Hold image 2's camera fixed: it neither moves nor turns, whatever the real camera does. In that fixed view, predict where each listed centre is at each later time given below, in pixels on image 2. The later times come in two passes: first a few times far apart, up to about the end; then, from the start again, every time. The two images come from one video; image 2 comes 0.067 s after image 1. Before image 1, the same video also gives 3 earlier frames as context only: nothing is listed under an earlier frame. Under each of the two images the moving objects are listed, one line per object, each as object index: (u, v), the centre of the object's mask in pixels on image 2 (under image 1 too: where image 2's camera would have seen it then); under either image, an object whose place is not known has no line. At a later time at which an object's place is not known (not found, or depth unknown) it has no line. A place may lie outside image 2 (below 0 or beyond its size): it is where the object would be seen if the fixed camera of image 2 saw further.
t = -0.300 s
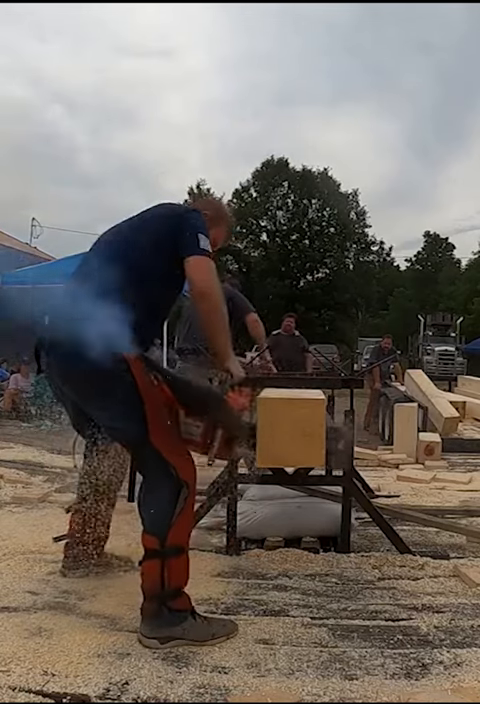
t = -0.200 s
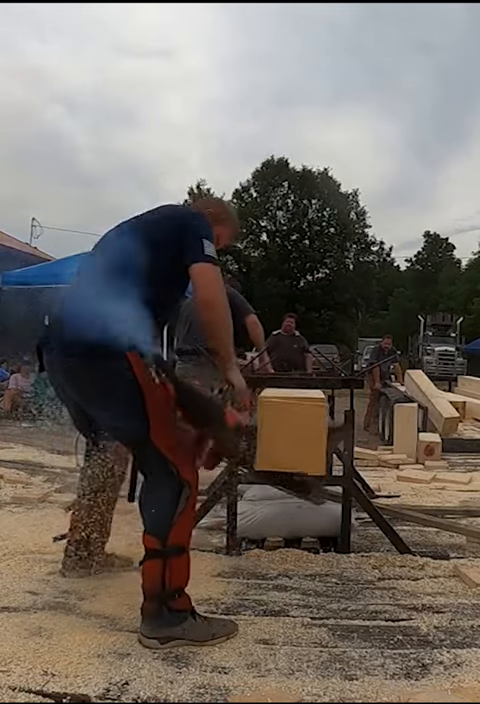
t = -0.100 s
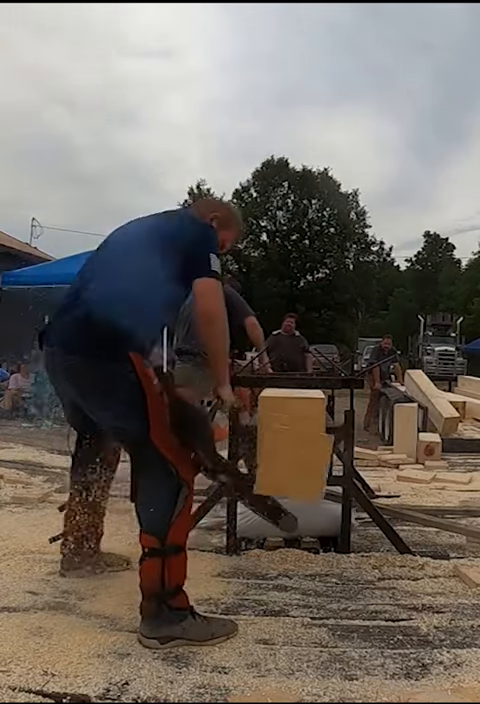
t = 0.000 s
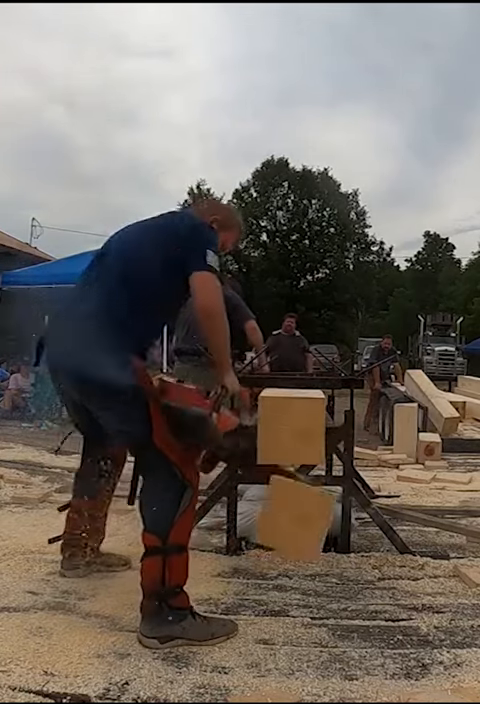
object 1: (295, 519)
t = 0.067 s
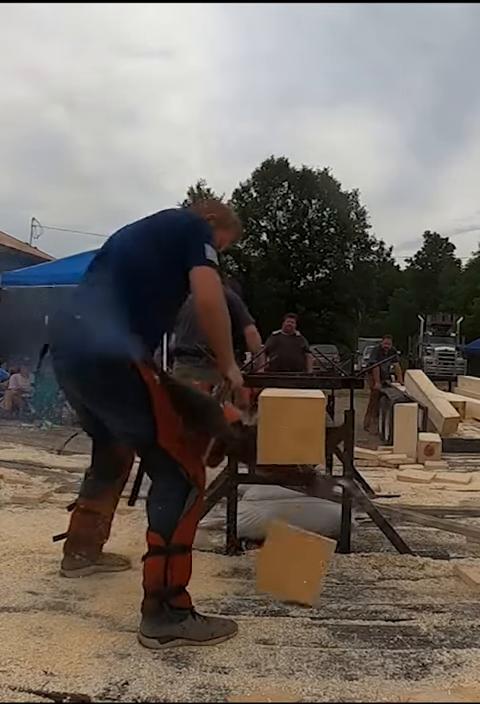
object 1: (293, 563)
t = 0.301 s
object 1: (240, 552)
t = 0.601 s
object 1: (211, 552)
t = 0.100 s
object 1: (288, 560)
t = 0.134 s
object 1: (279, 556)
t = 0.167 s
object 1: (271, 551)
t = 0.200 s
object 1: (263, 545)
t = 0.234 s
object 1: (255, 549)
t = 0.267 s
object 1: (248, 551)
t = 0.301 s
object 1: (240, 552)
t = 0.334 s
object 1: (234, 555)
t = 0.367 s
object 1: (228, 557)
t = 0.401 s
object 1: (224, 553)
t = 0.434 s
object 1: (220, 552)
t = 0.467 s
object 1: (218, 552)
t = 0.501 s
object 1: (216, 551)
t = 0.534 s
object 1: (214, 551)
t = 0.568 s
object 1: (212, 551)
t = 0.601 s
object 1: (211, 552)
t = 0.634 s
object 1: (213, 553)
